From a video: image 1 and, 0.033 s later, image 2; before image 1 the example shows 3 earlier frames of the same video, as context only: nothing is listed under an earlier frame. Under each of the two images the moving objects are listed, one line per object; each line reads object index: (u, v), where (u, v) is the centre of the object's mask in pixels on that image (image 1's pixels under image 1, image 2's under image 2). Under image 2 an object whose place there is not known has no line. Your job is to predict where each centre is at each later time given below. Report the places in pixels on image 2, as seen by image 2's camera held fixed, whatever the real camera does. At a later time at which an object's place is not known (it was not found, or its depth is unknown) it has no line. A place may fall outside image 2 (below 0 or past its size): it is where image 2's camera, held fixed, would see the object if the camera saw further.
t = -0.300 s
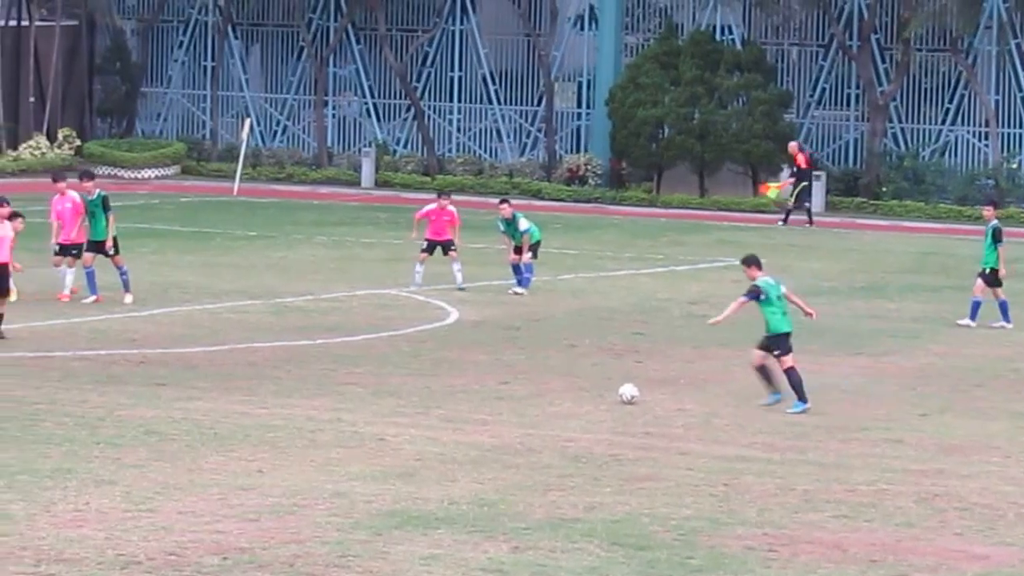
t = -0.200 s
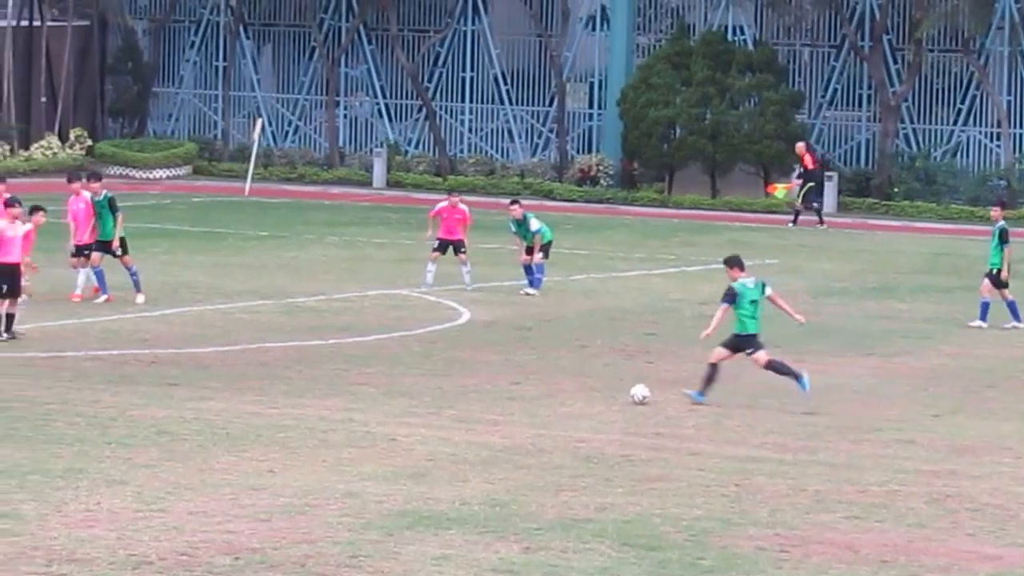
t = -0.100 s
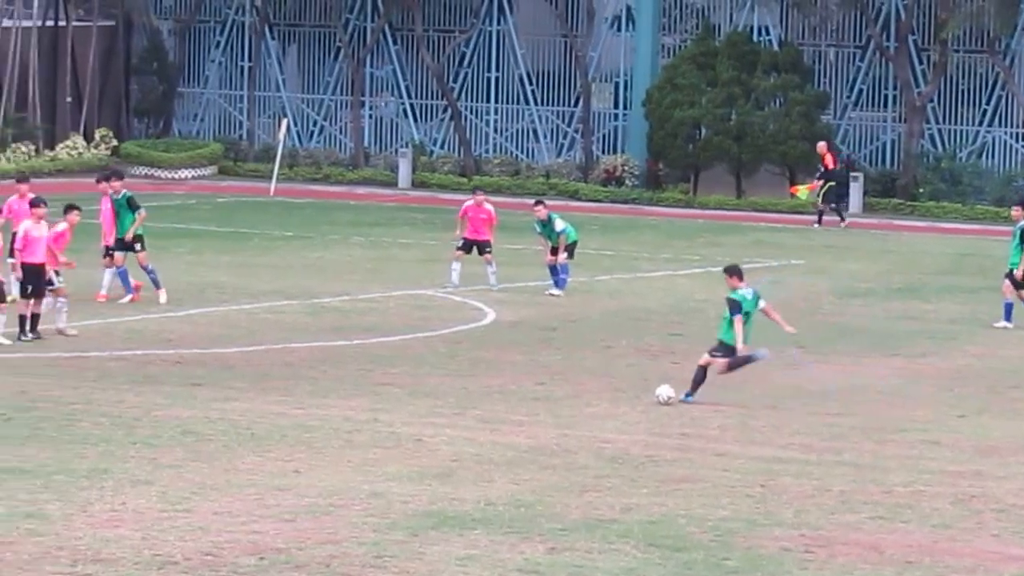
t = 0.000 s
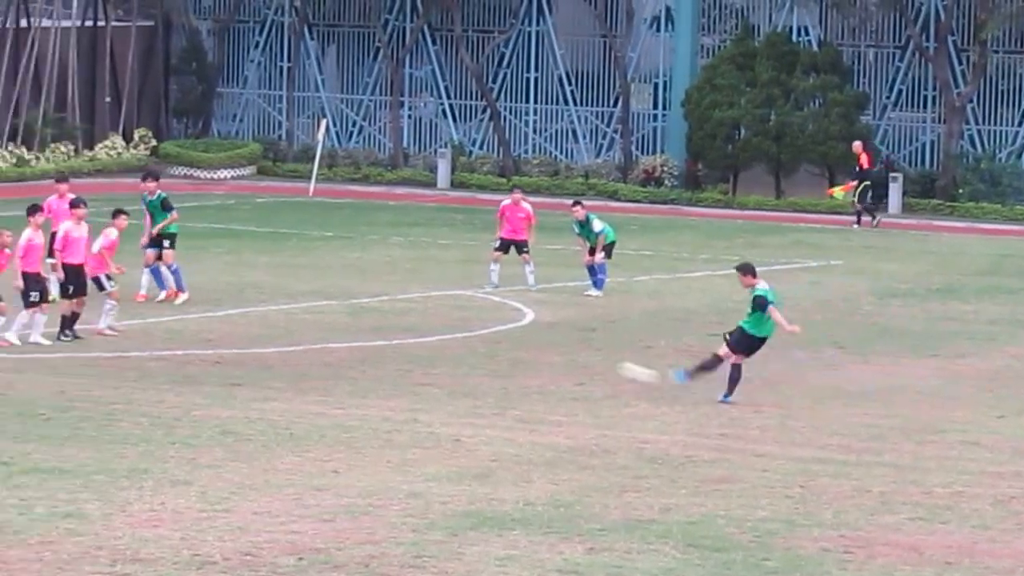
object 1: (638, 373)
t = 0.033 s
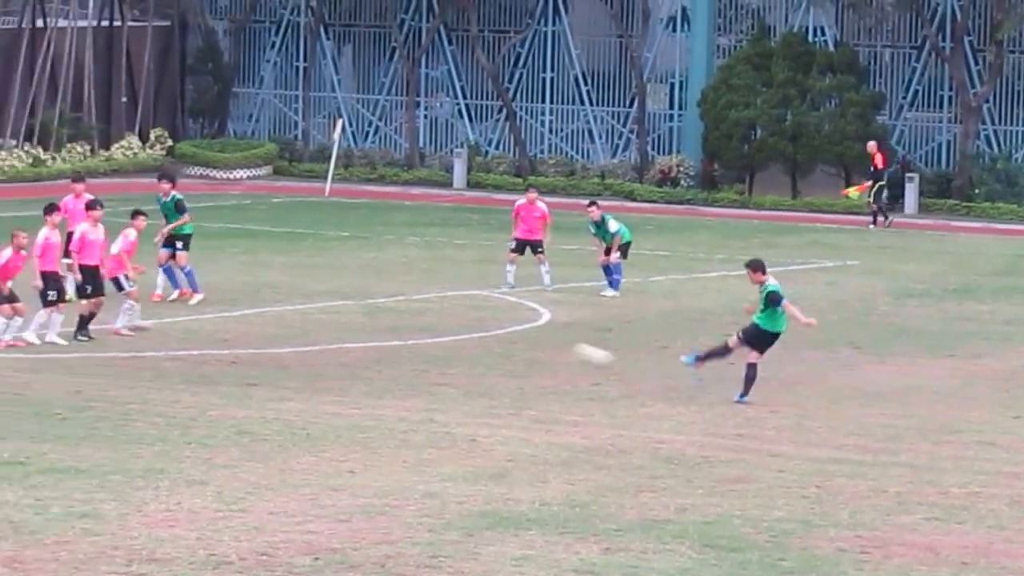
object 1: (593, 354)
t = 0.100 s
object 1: (479, 320)
